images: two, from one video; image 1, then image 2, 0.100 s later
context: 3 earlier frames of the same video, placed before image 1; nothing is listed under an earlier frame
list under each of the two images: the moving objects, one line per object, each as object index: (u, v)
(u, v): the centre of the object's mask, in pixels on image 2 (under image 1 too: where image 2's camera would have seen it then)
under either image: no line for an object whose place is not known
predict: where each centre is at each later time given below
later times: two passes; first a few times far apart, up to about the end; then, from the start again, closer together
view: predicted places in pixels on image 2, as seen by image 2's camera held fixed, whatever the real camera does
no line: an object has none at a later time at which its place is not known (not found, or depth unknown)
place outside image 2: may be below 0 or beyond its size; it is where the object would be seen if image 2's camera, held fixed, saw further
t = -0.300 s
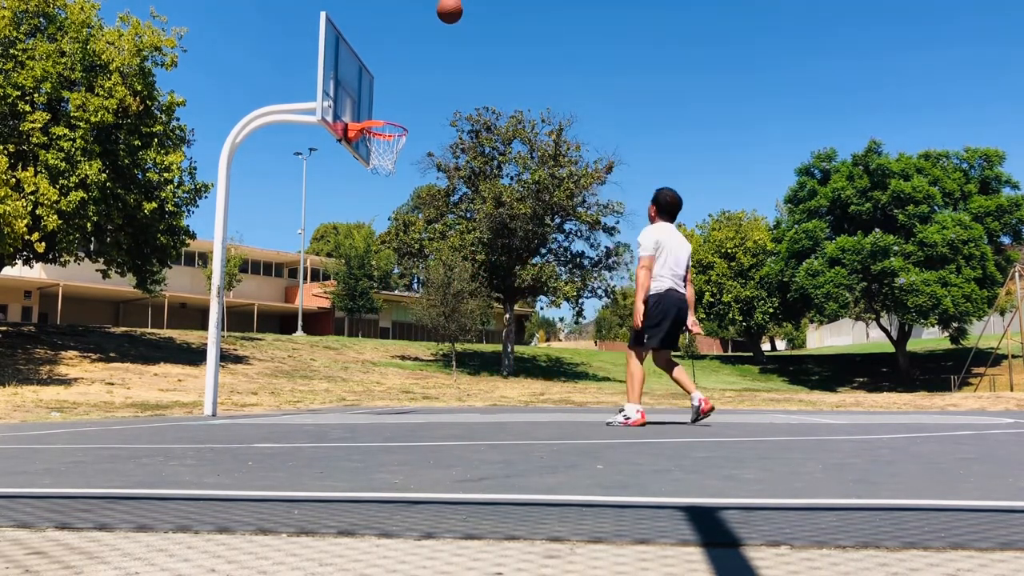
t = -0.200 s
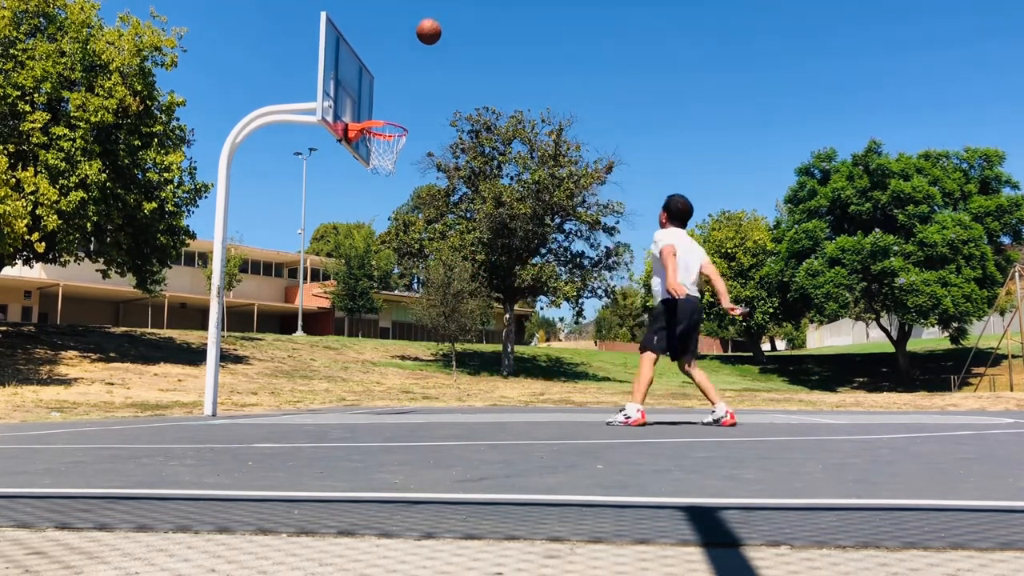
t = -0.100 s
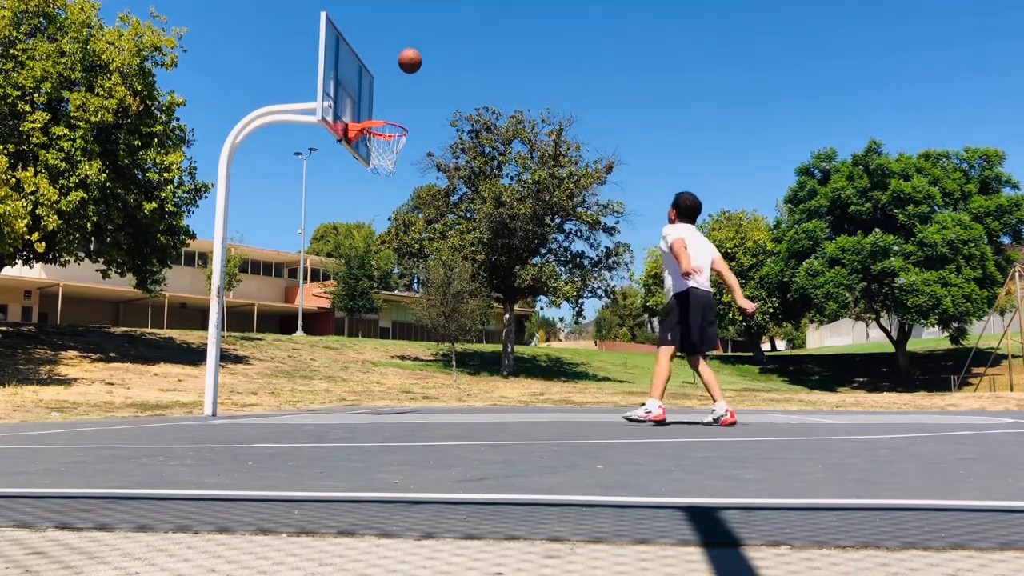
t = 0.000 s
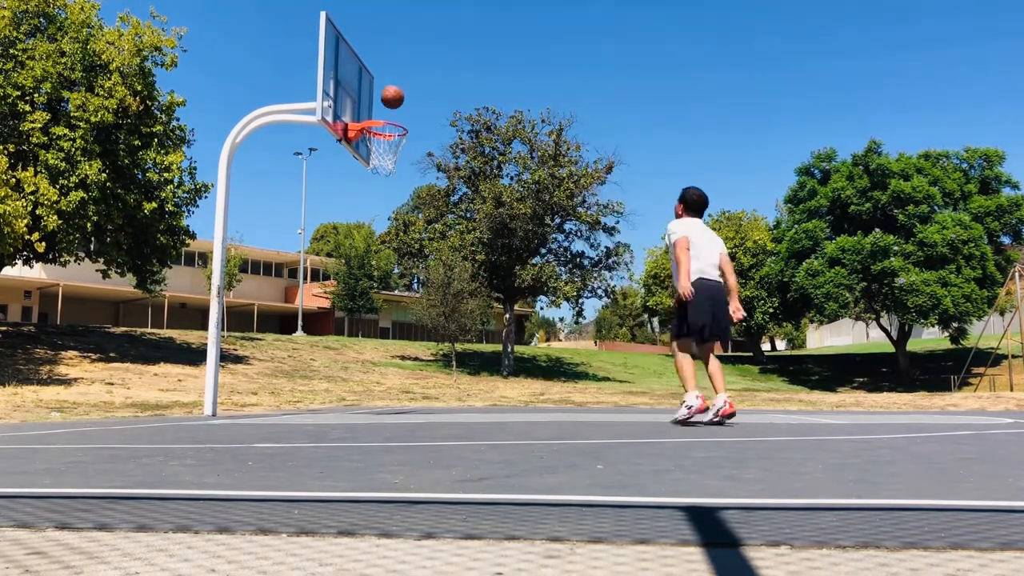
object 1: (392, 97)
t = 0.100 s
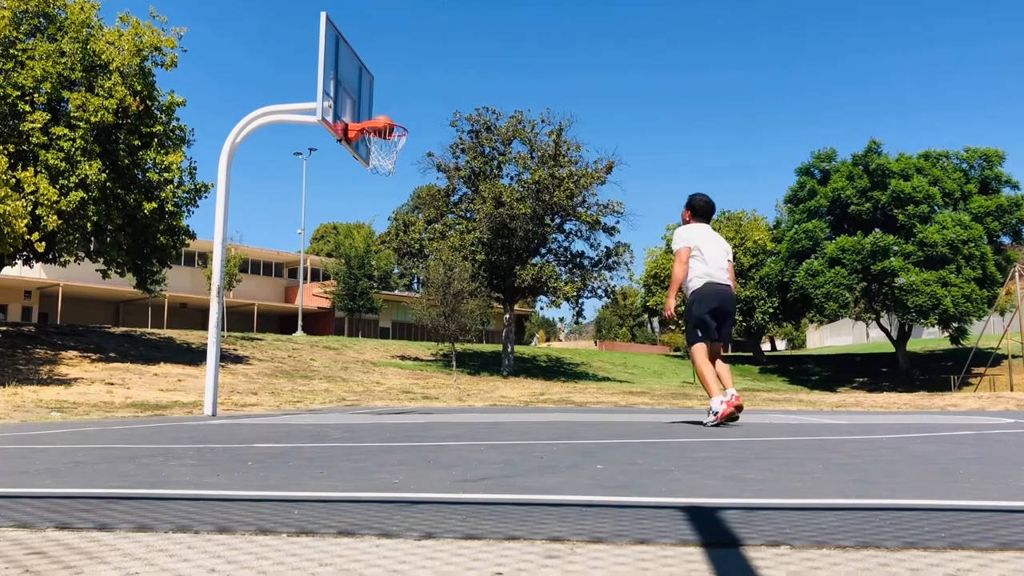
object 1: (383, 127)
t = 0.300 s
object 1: (381, 135)
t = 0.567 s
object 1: (389, 174)
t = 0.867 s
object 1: (394, 283)
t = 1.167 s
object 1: (396, 361)
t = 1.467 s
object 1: (397, 277)
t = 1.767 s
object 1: (397, 284)
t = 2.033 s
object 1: (395, 370)
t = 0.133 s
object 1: (387, 125)
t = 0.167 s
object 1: (389, 124)
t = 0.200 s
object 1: (386, 126)
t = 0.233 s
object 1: (383, 129)
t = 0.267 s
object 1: (381, 134)
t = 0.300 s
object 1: (381, 135)
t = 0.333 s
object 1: (382, 137)
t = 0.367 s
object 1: (384, 143)
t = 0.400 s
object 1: (385, 147)
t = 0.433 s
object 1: (387, 153)
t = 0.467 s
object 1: (388, 157)
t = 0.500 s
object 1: (388, 163)
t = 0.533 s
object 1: (389, 167)
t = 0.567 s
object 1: (389, 174)
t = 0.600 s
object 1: (390, 182)
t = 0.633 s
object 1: (390, 190)
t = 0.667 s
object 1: (391, 200)
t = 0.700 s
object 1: (391, 211)
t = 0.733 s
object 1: (392, 222)
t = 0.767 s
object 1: (392, 235)
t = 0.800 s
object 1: (393, 250)
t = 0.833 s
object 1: (394, 266)
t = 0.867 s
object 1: (394, 283)
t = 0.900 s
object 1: (394, 299)
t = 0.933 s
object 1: (394, 320)
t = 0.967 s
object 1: (394, 341)
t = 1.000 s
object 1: (395, 363)
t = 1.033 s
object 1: (394, 386)
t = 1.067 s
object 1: (394, 408)
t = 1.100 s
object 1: (395, 392)
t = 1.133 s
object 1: (395, 376)
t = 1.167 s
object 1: (396, 361)
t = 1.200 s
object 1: (396, 347)
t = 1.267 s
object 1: (396, 322)
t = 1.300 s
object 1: (397, 312)
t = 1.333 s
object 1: (397, 303)
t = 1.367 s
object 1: (396, 295)
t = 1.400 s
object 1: (397, 288)
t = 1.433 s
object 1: (397, 282)
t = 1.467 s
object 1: (397, 277)
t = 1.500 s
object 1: (397, 274)
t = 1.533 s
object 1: (396, 271)
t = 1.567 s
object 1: (396, 270)
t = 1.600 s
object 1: (397, 270)
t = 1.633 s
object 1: (396, 270)
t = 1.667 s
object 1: (397, 272)
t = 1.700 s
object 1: (397, 275)
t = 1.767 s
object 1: (397, 284)
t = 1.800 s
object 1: (396, 290)
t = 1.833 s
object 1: (396, 297)
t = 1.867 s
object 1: (397, 306)
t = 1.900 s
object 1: (396, 317)
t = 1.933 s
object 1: (396, 328)
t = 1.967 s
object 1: (395, 341)
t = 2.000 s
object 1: (395, 356)
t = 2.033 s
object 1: (395, 370)
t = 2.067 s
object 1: (394, 386)
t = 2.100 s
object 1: (393, 404)
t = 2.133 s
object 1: (393, 400)
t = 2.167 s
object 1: (394, 387)
